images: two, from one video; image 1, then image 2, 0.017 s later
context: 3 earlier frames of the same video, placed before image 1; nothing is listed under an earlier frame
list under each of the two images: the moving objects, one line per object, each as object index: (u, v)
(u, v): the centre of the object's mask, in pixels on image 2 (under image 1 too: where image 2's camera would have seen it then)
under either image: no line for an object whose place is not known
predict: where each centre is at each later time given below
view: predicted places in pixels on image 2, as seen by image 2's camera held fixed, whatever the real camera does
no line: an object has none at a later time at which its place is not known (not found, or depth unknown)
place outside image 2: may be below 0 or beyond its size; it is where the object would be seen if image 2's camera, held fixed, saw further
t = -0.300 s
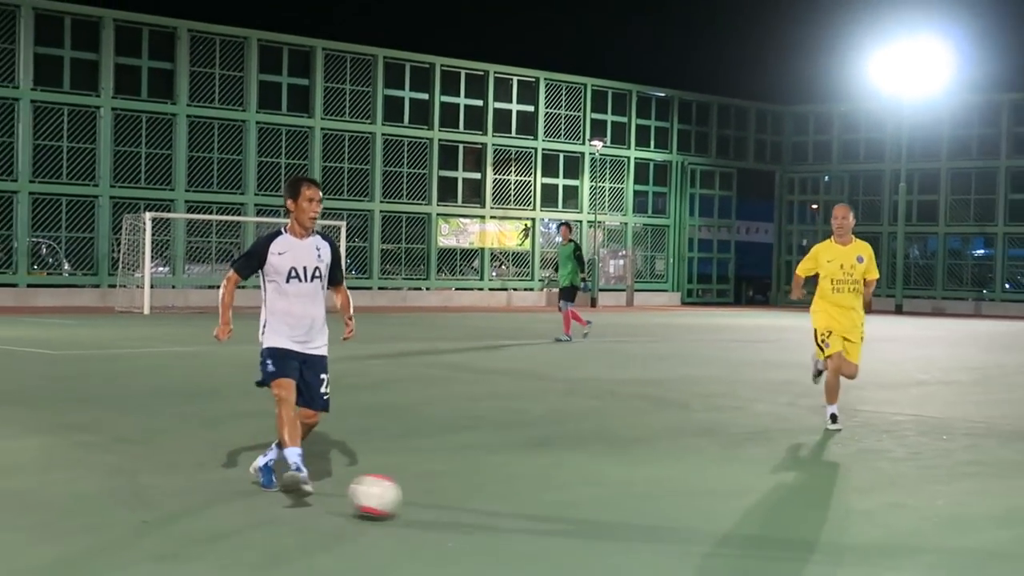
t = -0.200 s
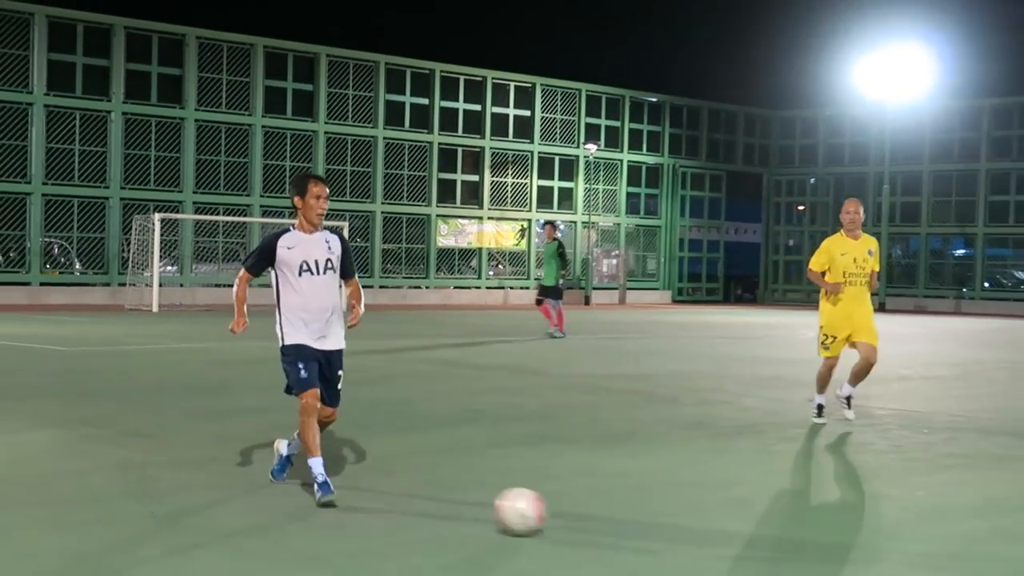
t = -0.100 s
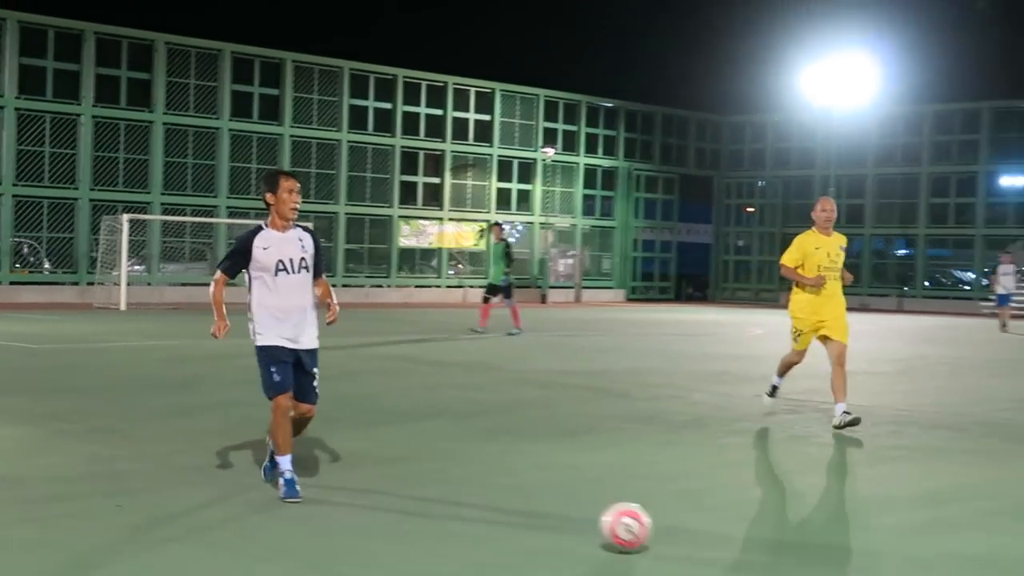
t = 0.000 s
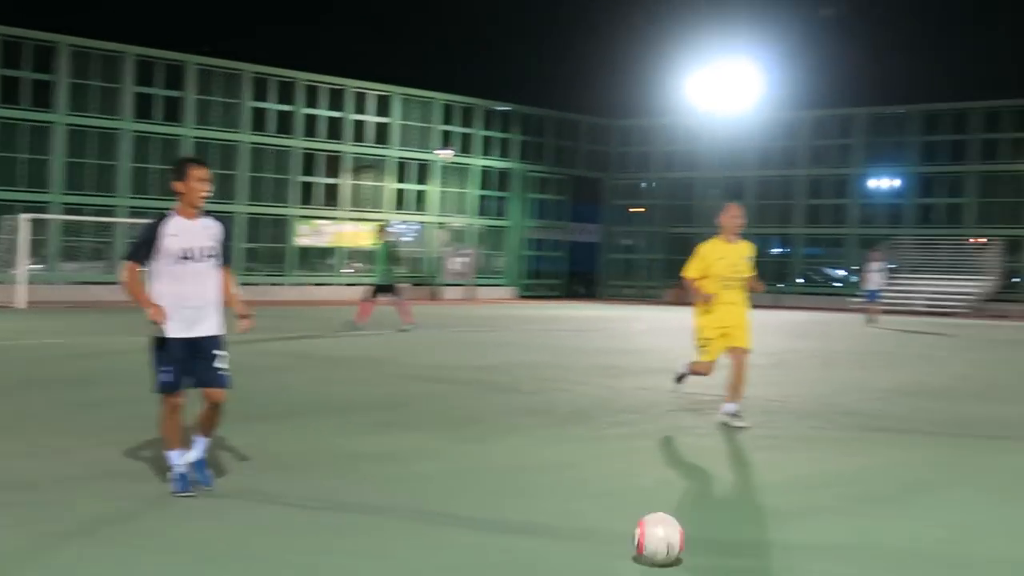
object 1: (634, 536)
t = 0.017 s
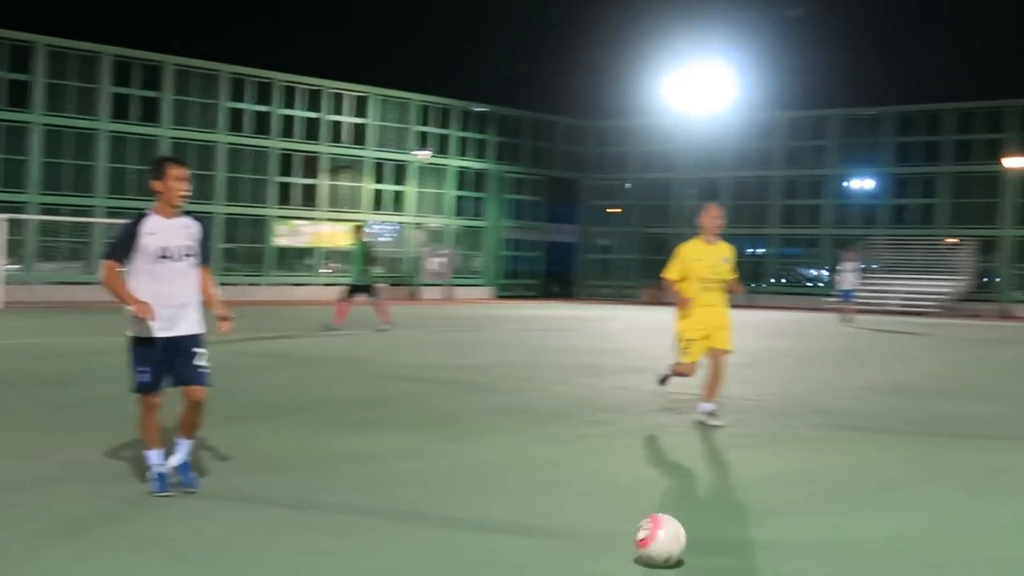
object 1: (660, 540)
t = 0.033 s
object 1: (686, 546)
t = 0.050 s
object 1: (712, 551)
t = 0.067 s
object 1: (741, 559)
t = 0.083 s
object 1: (764, 561)
